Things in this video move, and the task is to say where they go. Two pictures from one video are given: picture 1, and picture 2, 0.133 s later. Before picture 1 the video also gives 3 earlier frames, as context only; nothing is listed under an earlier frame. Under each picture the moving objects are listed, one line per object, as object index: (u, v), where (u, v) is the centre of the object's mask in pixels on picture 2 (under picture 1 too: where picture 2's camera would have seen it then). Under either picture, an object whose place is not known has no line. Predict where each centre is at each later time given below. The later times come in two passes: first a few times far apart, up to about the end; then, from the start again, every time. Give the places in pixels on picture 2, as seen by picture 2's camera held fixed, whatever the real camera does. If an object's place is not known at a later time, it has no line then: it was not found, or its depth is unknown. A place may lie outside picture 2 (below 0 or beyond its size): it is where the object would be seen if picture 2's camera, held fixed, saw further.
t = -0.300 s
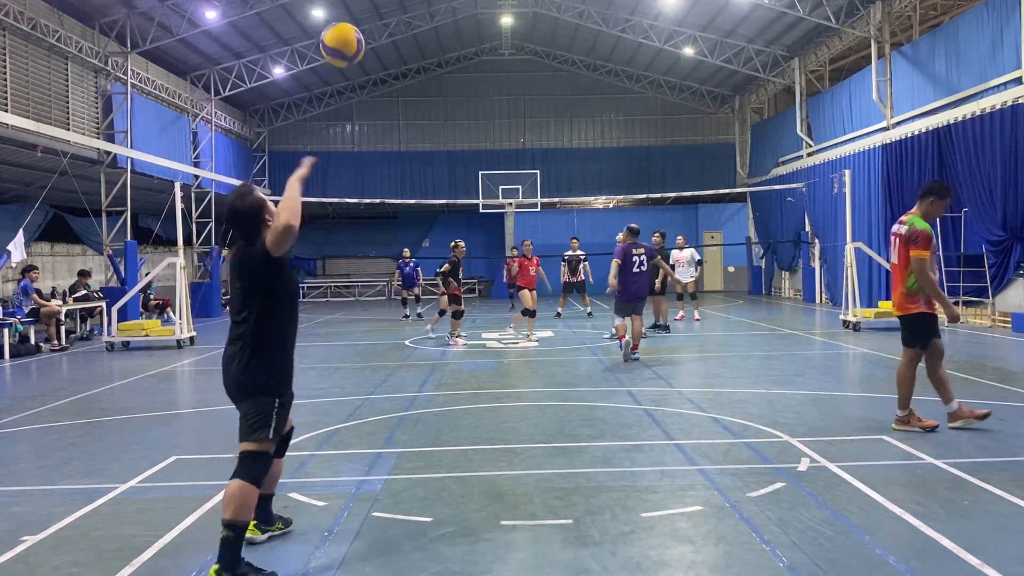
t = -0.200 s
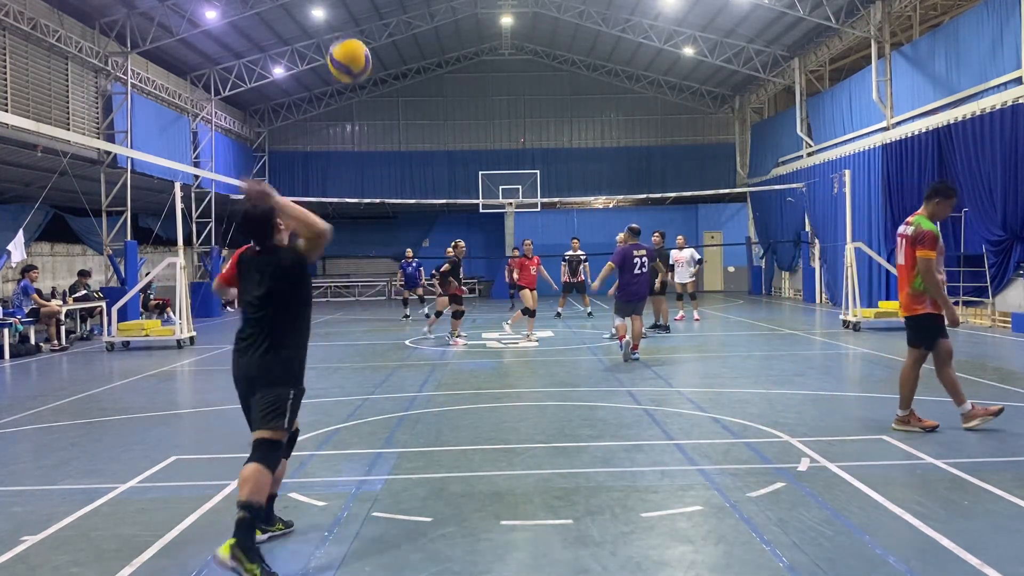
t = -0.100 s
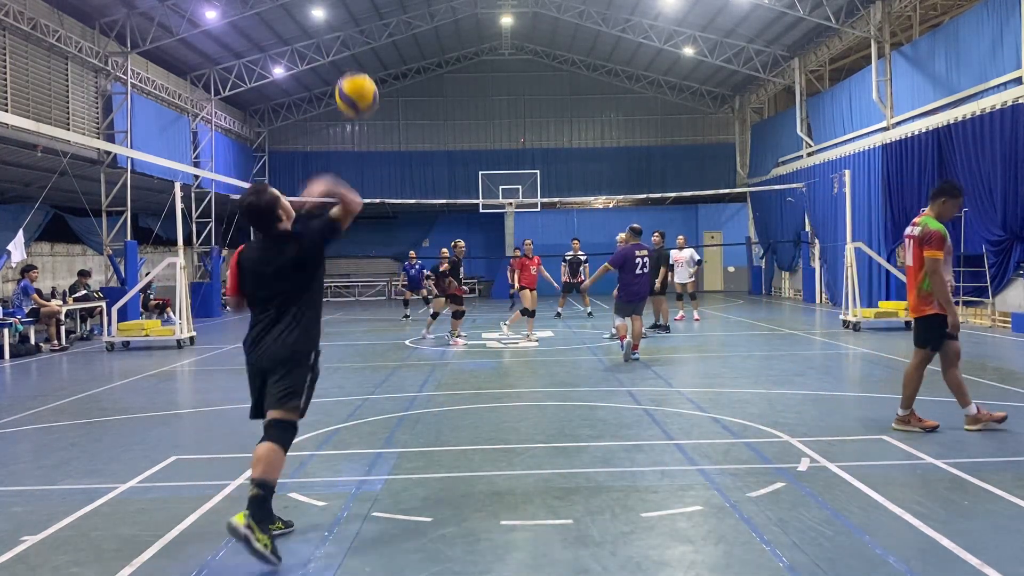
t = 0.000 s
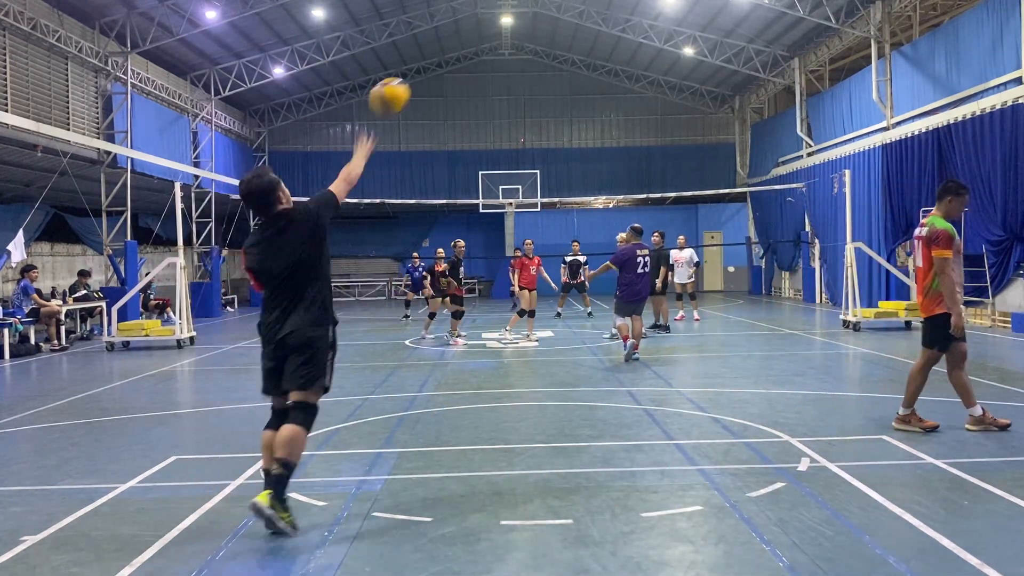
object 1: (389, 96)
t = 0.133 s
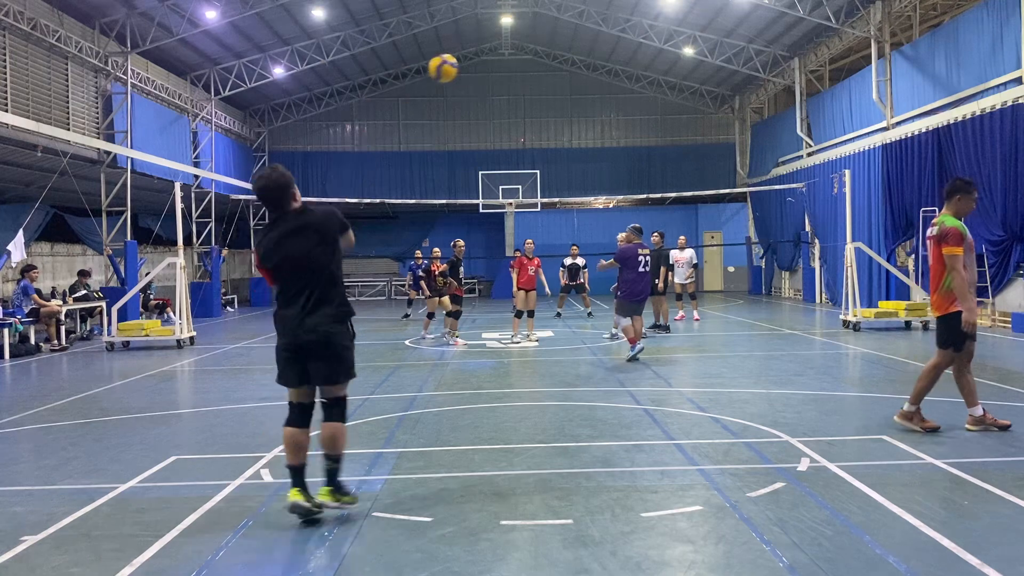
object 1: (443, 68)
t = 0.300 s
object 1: (482, 70)
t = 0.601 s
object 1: (522, 120)
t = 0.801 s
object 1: (534, 165)
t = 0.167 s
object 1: (453, 66)
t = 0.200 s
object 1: (461, 65)
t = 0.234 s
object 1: (469, 65)
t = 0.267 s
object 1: (476, 67)
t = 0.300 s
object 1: (482, 70)
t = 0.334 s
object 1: (488, 73)
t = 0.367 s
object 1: (494, 78)
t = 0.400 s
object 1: (498, 82)
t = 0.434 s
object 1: (503, 88)
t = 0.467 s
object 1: (507, 93)
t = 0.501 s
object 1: (511, 100)
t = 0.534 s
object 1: (515, 107)
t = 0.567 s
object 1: (519, 113)
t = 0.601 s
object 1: (522, 120)
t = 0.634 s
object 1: (524, 128)
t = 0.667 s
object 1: (527, 135)
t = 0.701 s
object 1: (529, 143)
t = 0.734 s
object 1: (531, 151)
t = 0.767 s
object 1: (532, 158)
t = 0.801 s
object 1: (534, 165)
